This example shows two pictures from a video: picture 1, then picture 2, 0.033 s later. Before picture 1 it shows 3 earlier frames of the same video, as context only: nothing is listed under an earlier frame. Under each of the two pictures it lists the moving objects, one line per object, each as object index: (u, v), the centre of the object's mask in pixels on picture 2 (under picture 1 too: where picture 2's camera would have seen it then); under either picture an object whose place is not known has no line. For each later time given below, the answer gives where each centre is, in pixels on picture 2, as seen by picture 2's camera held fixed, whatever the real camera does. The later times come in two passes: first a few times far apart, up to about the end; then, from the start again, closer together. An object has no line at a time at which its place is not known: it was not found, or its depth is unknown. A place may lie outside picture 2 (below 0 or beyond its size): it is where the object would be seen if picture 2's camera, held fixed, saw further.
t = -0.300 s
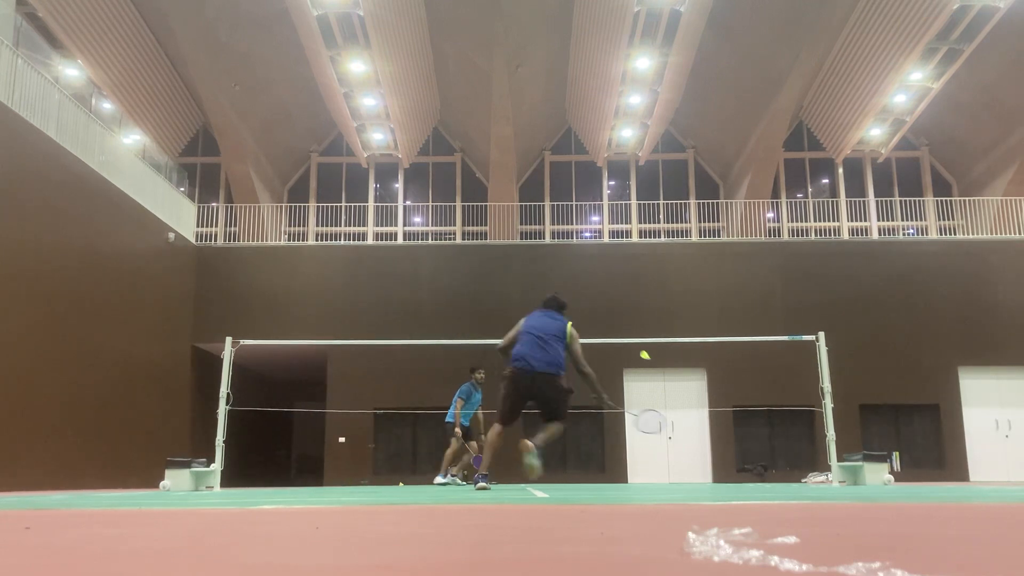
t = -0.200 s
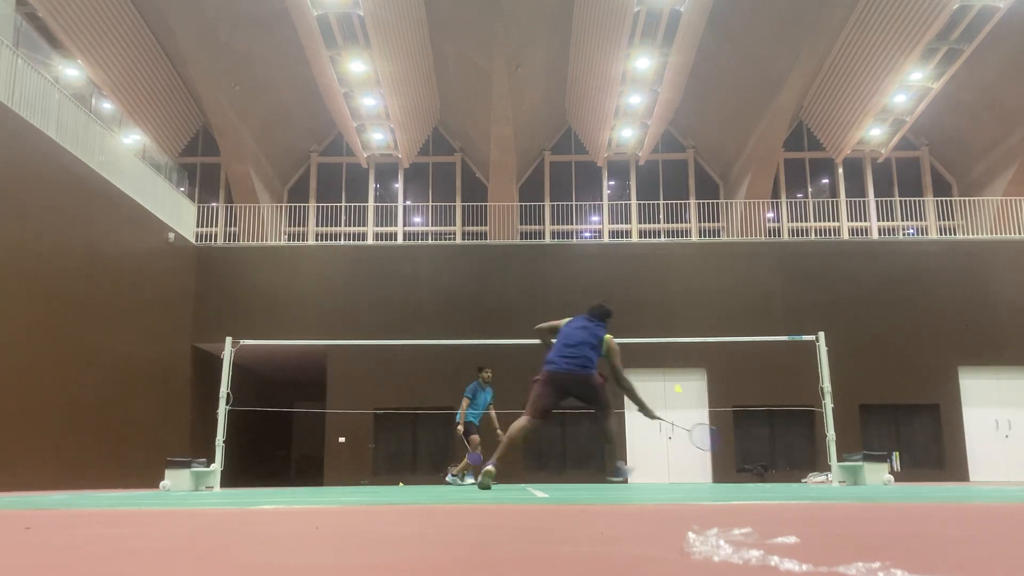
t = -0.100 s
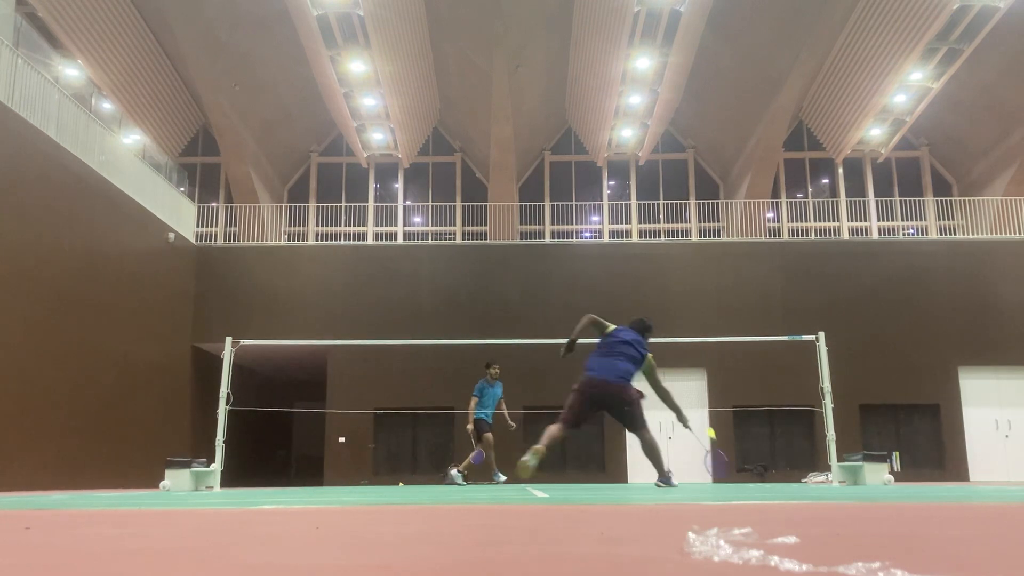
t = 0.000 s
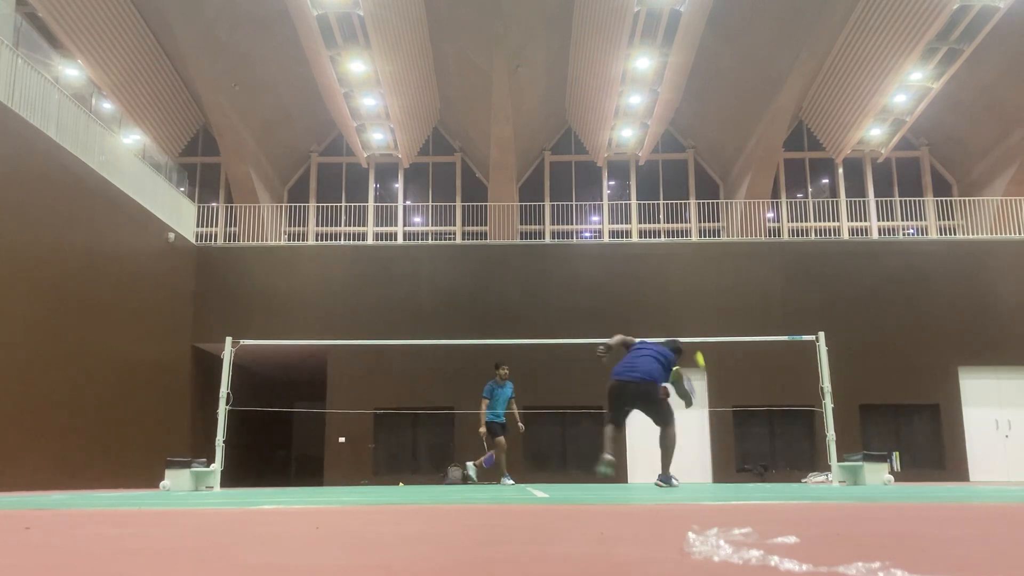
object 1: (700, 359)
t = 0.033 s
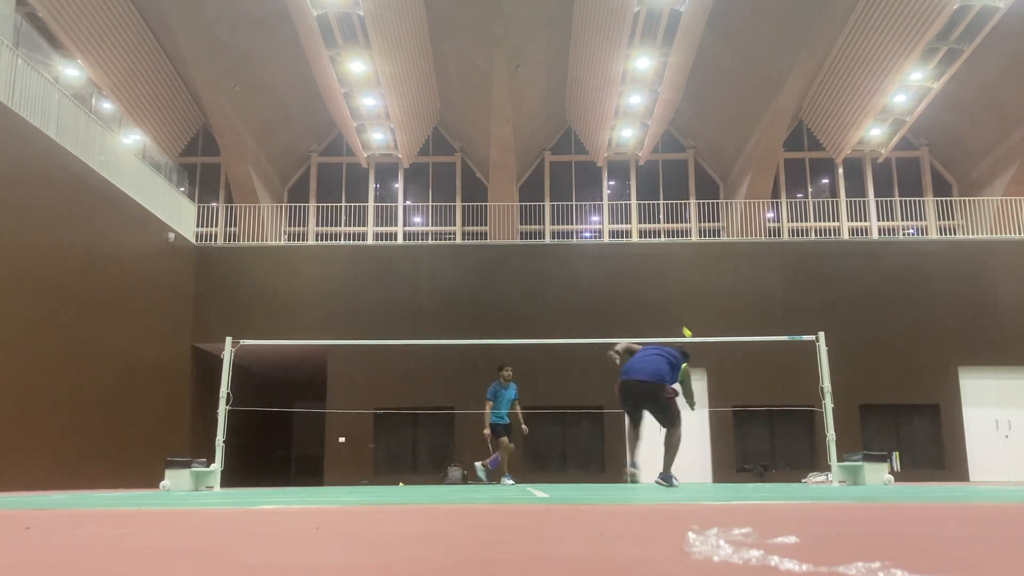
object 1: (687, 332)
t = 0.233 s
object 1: (651, 249)
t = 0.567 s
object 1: (628, 236)
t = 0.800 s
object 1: (621, 266)
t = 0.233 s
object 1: (651, 249)
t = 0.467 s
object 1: (632, 232)
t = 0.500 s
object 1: (631, 233)
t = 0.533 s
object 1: (630, 234)
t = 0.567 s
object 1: (628, 236)
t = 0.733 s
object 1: (623, 255)
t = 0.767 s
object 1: (622, 260)
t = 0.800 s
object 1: (621, 266)
